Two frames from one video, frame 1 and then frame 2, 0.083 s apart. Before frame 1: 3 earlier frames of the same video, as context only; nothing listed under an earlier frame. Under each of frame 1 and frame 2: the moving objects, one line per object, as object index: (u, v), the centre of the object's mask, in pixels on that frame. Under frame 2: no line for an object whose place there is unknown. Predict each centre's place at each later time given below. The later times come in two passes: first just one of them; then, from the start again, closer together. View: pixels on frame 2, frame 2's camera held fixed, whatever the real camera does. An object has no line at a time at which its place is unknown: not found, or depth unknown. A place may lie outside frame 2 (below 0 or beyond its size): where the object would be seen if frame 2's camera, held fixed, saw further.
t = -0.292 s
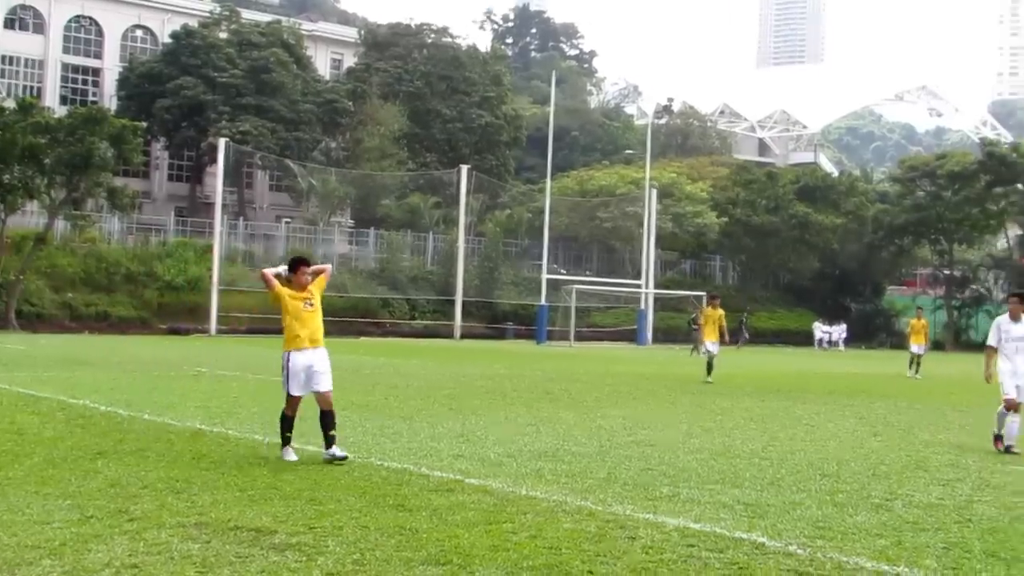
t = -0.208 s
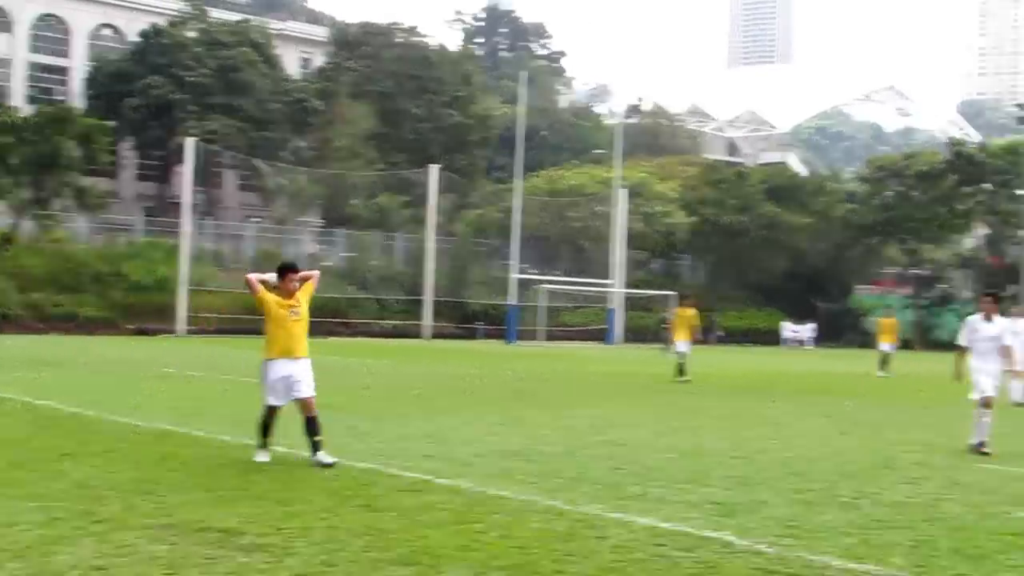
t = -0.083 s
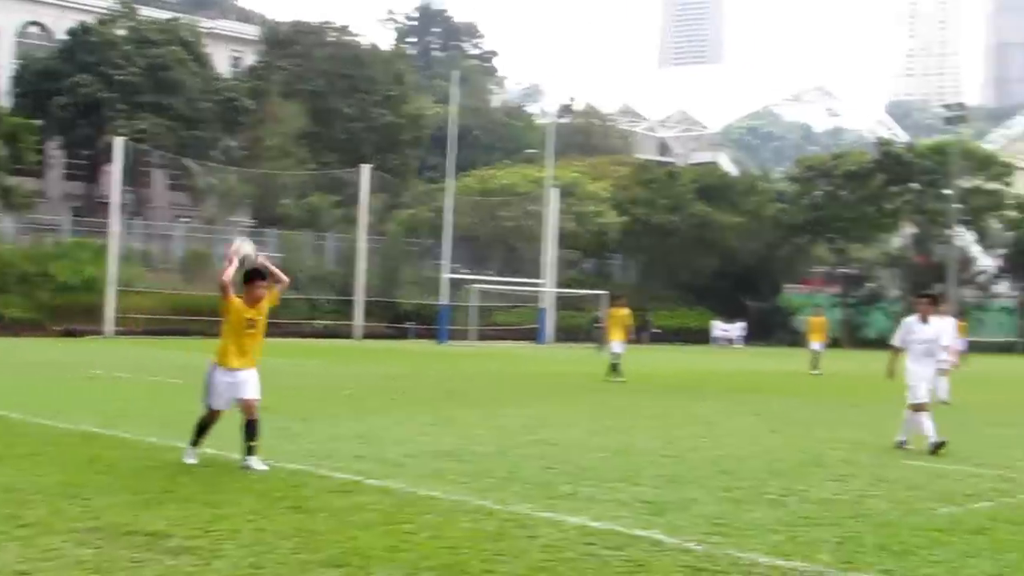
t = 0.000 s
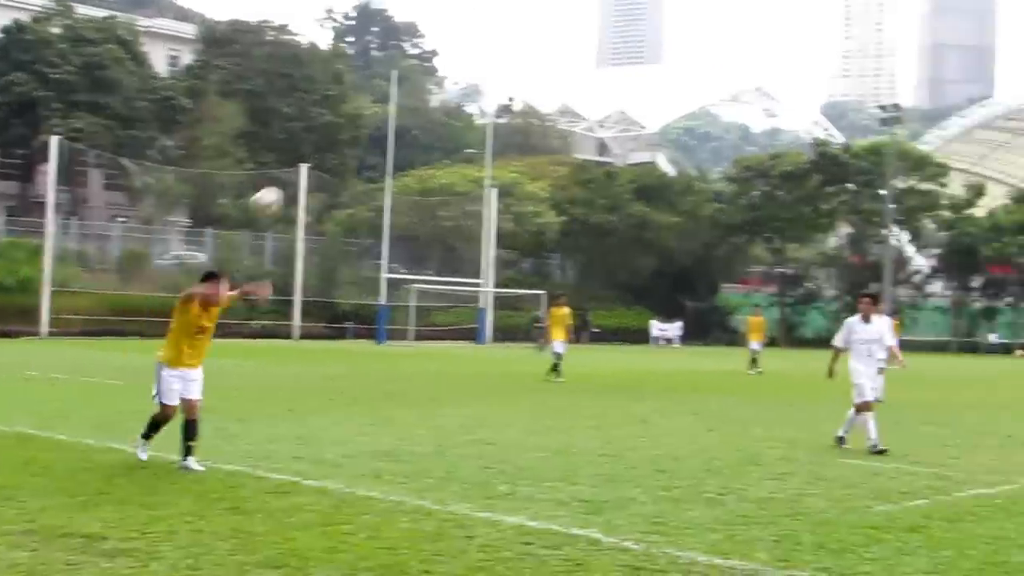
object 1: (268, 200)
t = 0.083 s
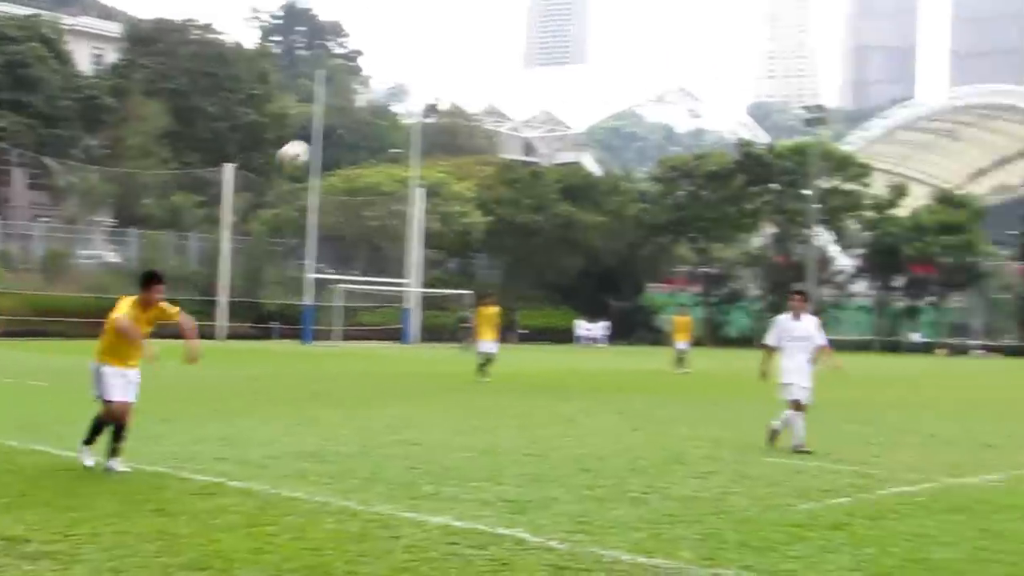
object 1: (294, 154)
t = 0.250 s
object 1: (532, 88)
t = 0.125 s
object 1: (349, 134)
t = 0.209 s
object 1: (462, 104)
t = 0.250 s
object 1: (532, 88)
